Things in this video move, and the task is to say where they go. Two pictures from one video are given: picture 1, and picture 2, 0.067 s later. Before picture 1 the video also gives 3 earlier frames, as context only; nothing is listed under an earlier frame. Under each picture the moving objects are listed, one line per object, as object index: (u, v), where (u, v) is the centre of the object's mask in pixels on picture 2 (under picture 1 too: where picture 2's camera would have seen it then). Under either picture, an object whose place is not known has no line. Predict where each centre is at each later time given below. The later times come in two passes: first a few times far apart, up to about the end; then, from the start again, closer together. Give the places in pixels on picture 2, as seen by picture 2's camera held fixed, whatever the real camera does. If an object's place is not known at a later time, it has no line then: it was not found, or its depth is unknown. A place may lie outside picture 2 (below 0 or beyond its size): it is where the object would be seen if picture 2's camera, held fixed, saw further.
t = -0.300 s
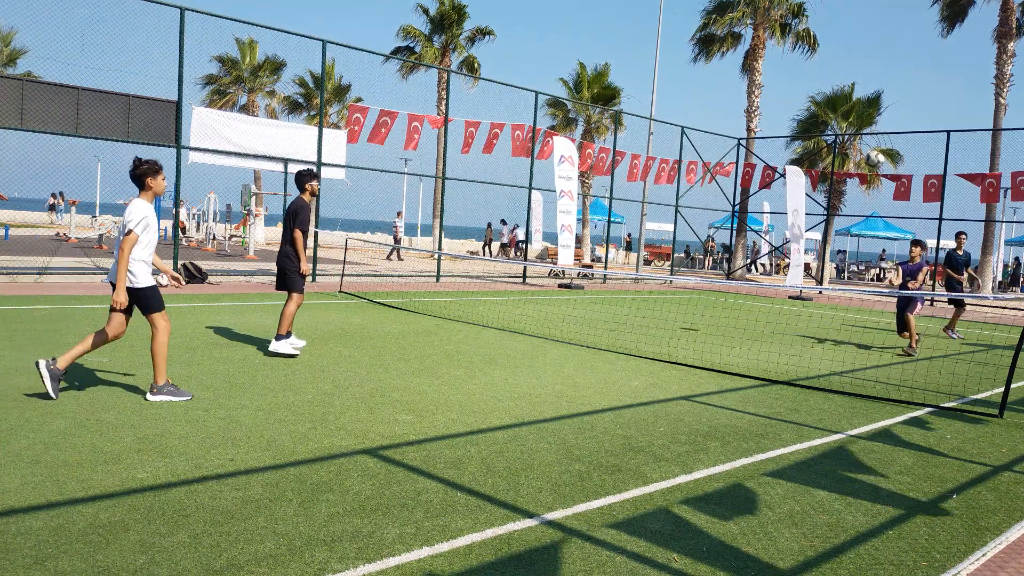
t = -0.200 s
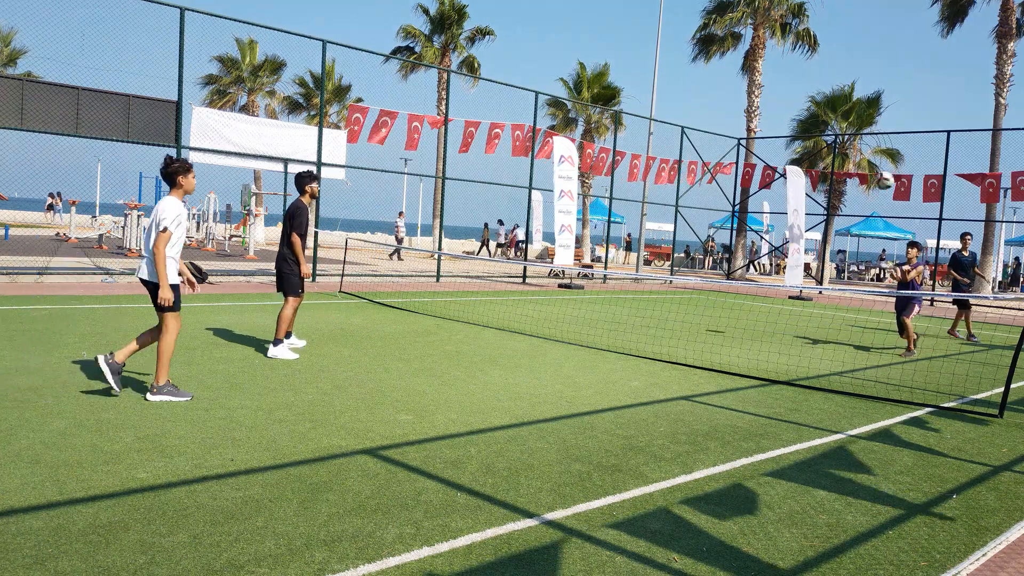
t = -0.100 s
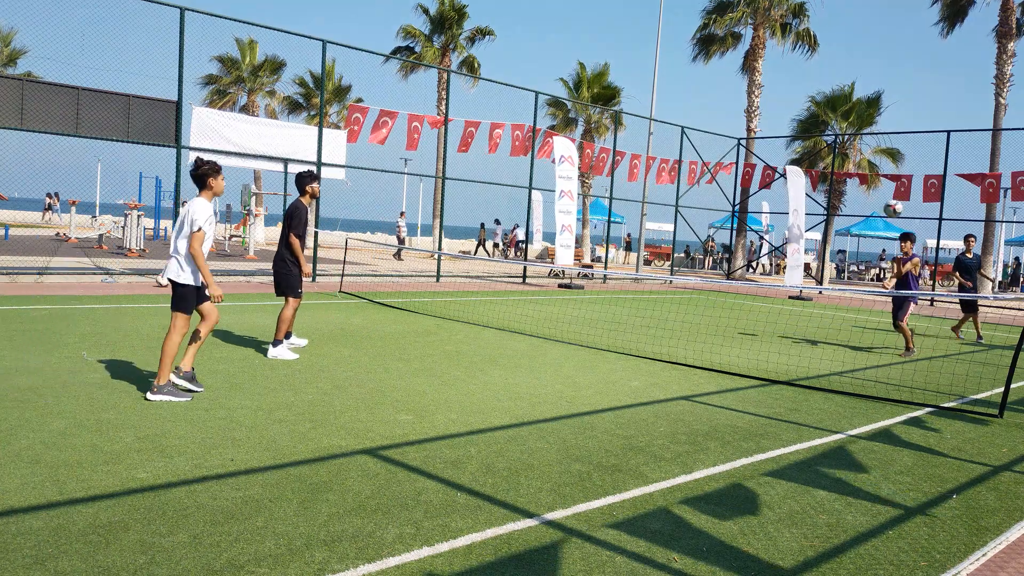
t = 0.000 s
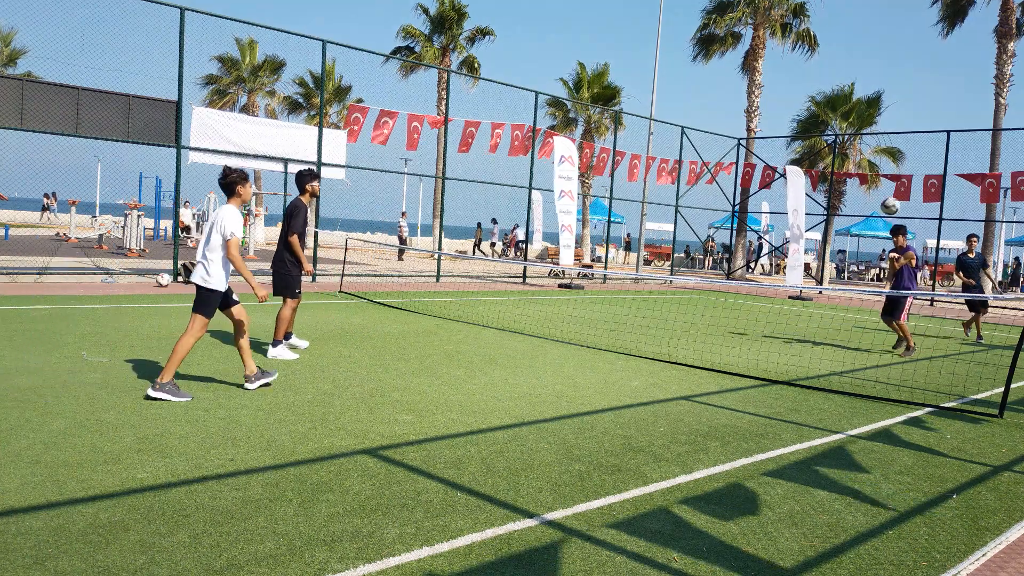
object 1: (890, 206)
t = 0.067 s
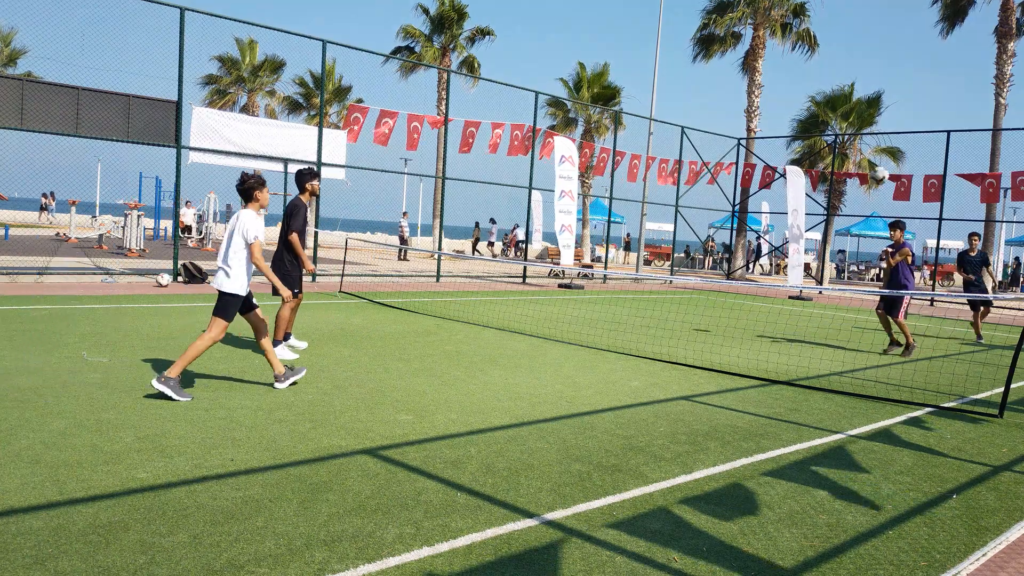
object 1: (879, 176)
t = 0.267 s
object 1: (840, 101)
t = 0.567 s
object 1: (770, 43)
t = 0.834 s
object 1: (690, 58)
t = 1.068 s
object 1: (608, 133)
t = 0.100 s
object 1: (873, 161)
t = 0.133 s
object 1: (866, 148)
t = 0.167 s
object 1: (861, 135)
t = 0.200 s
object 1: (854, 122)
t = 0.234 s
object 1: (847, 112)
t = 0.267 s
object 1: (840, 101)
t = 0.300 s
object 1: (833, 91)
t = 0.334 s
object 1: (826, 82)
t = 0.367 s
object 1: (818, 74)
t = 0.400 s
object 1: (811, 67)
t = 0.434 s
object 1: (803, 60)
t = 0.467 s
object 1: (795, 54)
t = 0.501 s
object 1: (787, 50)
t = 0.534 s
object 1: (778, 46)
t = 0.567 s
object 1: (770, 43)
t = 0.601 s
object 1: (760, 41)
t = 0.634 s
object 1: (751, 40)
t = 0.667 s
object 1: (741, 40)
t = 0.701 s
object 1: (732, 42)
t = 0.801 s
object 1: (701, 53)
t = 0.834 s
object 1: (690, 58)
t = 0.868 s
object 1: (679, 65)
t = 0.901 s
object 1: (668, 73)
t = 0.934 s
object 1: (656, 83)
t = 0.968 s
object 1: (645, 94)
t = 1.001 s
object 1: (633, 105)
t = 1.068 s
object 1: (608, 133)
